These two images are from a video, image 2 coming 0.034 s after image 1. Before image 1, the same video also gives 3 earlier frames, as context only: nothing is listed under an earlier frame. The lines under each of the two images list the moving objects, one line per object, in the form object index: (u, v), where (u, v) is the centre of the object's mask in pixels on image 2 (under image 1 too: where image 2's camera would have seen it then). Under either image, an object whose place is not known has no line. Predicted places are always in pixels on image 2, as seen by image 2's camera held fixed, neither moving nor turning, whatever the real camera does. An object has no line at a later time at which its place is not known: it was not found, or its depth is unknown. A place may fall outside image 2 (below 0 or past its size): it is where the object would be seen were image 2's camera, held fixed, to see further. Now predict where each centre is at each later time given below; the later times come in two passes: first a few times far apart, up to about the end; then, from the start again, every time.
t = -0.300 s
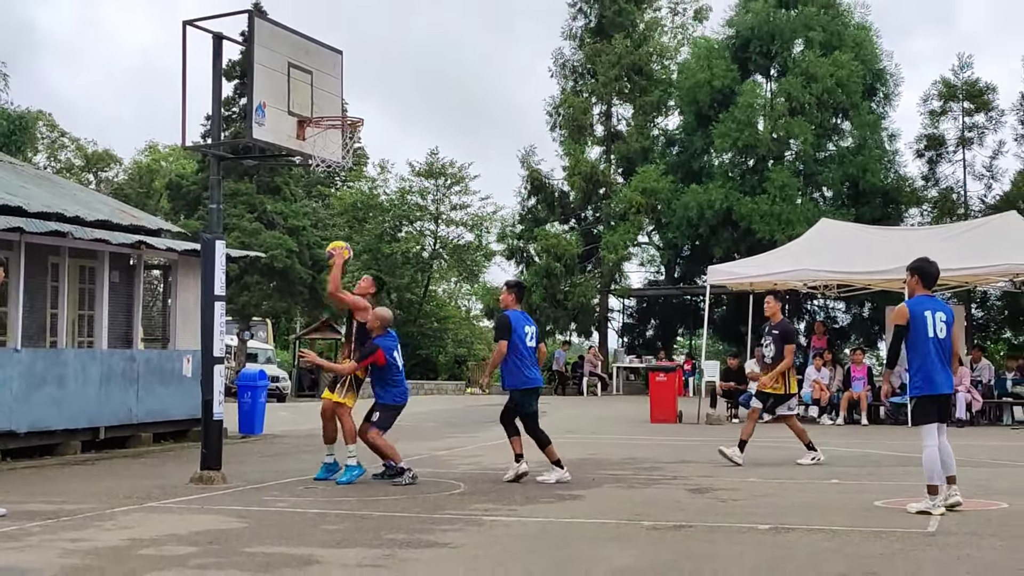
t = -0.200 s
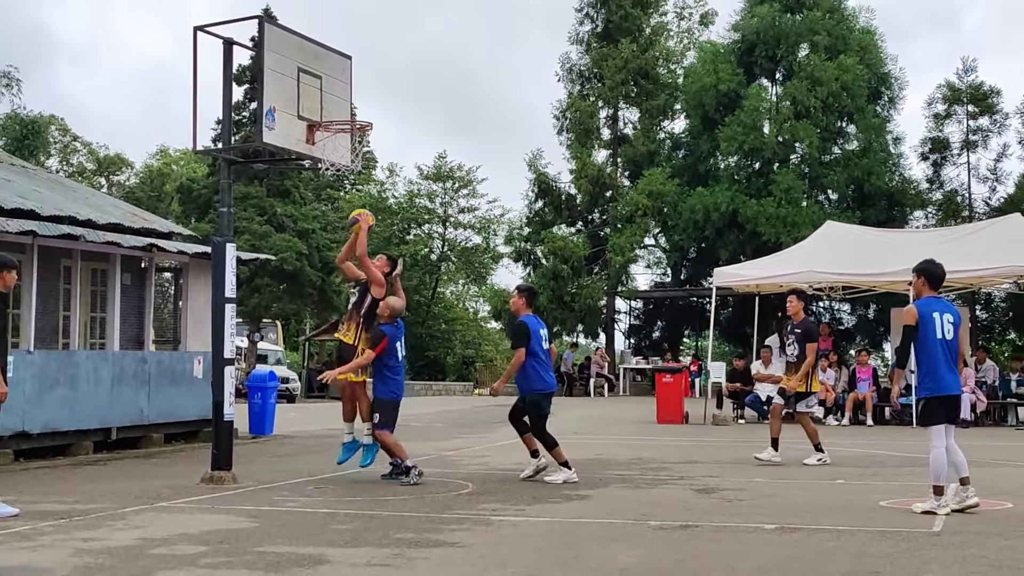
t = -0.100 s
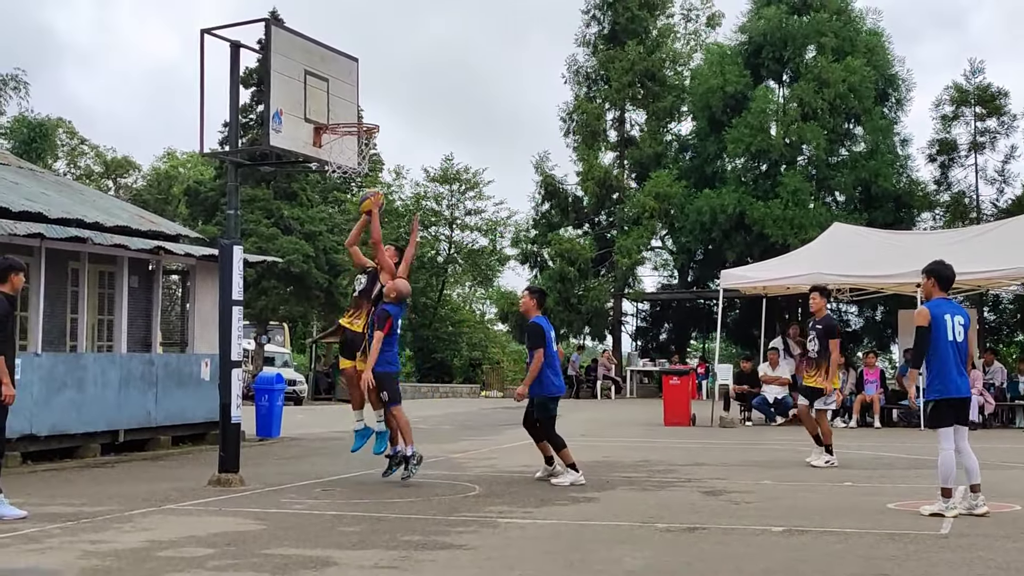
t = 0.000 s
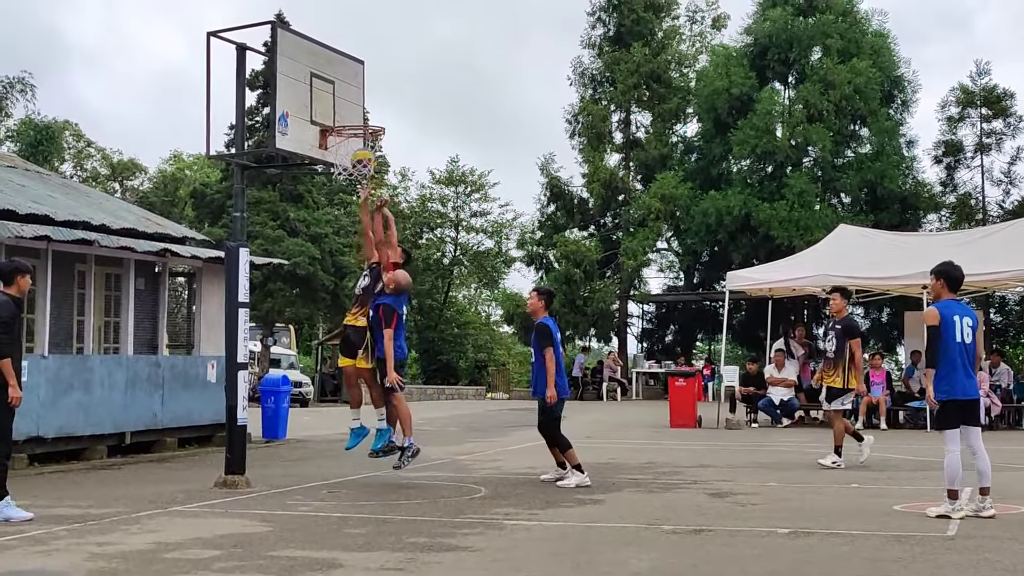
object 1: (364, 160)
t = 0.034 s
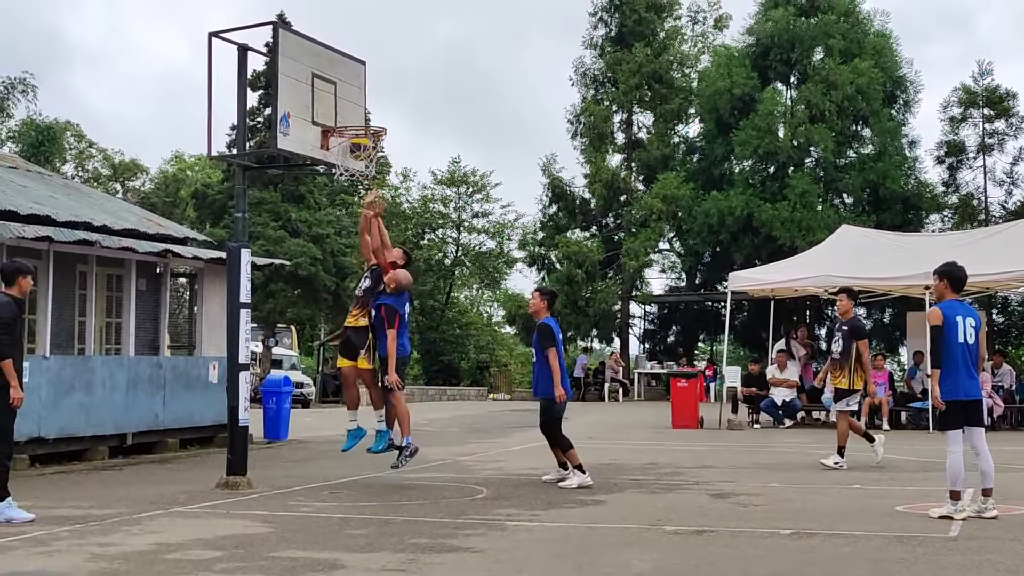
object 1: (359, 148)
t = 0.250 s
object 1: (369, 117)
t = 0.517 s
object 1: (372, 142)
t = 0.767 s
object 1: (363, 200)
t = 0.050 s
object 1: (357, 141)
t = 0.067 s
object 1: (358, 141)
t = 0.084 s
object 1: (356, 124)
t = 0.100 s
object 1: (356, 122)
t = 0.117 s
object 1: (359, 122)
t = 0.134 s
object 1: (360, 120)
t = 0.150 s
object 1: (361, 119)
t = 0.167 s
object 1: (363, 119)
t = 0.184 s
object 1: (364, 118)
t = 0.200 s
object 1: (365, 117)
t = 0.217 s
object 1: (366, 117)
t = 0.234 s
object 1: (367, 117)
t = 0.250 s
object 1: (369, 117)
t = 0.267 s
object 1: (370, 117)
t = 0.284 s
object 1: (371, 117)
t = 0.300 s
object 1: (372, 117)
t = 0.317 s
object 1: (373, 117)
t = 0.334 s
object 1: (373, 118)
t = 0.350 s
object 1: (374, 120)
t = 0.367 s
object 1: (374, 121)
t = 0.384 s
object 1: (374, 121)
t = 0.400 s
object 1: (374, 123)
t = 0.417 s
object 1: (374, 126)
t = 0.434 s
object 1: (374, 127)
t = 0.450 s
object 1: (374, 129)
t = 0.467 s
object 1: (374, 131)
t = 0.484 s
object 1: (373, 134)
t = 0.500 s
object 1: (372, 137)
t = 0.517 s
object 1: (372, 142)
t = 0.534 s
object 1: (372, 144)
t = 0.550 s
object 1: (371, 147)
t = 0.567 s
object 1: (370, 151)
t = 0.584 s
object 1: (370, 154)
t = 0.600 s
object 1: (370, 157)
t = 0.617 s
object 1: (369, 159)
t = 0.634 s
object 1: (369, 162)
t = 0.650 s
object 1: (367, 167)
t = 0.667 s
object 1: (366, 170)
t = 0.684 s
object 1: (366, 175)
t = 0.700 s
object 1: (365, 179)
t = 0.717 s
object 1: (363, 184)
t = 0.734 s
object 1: (363, 188)
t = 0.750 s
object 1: (365, 195)
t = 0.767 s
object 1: (363, 200)
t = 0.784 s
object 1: (361, 205)
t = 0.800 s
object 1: (360, 211)
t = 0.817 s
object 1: (359, 218)
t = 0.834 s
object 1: (357, 224)
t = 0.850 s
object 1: (356, 230)
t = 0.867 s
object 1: (355, 236)
